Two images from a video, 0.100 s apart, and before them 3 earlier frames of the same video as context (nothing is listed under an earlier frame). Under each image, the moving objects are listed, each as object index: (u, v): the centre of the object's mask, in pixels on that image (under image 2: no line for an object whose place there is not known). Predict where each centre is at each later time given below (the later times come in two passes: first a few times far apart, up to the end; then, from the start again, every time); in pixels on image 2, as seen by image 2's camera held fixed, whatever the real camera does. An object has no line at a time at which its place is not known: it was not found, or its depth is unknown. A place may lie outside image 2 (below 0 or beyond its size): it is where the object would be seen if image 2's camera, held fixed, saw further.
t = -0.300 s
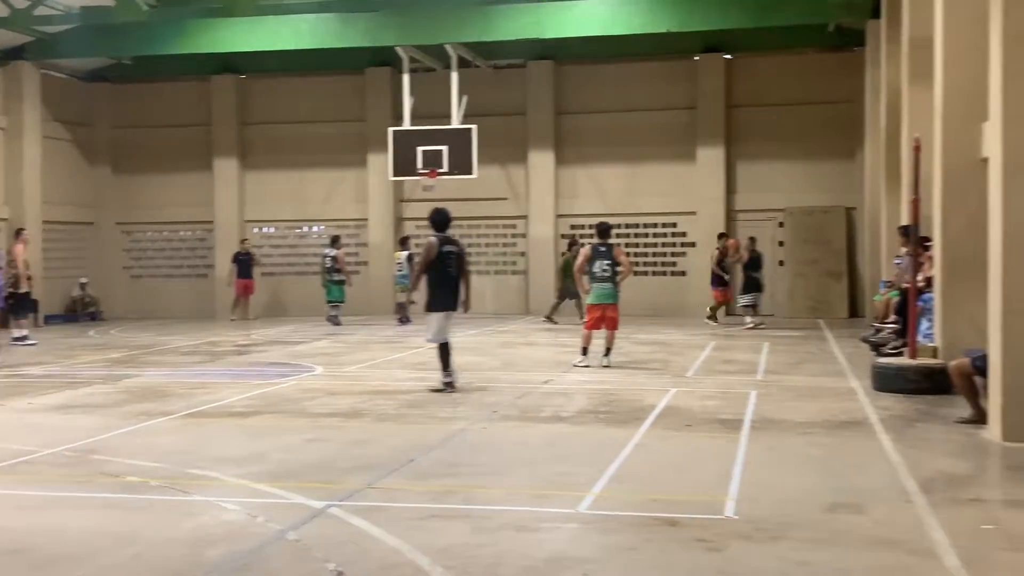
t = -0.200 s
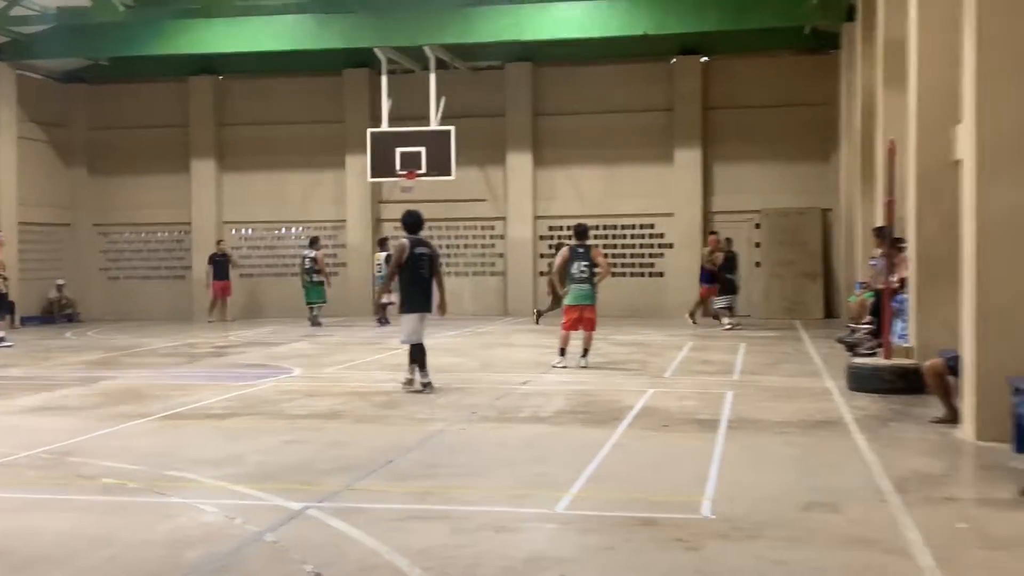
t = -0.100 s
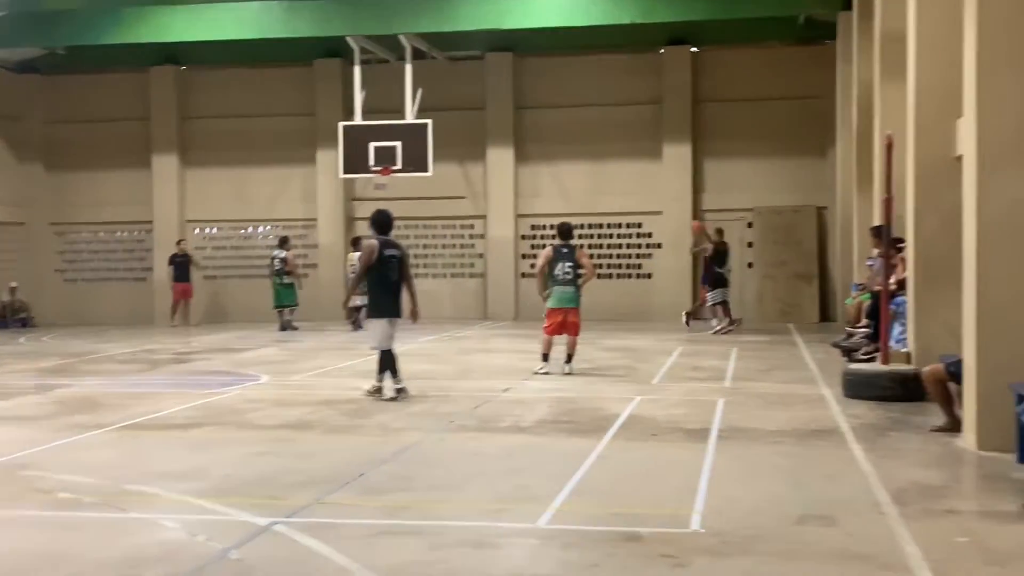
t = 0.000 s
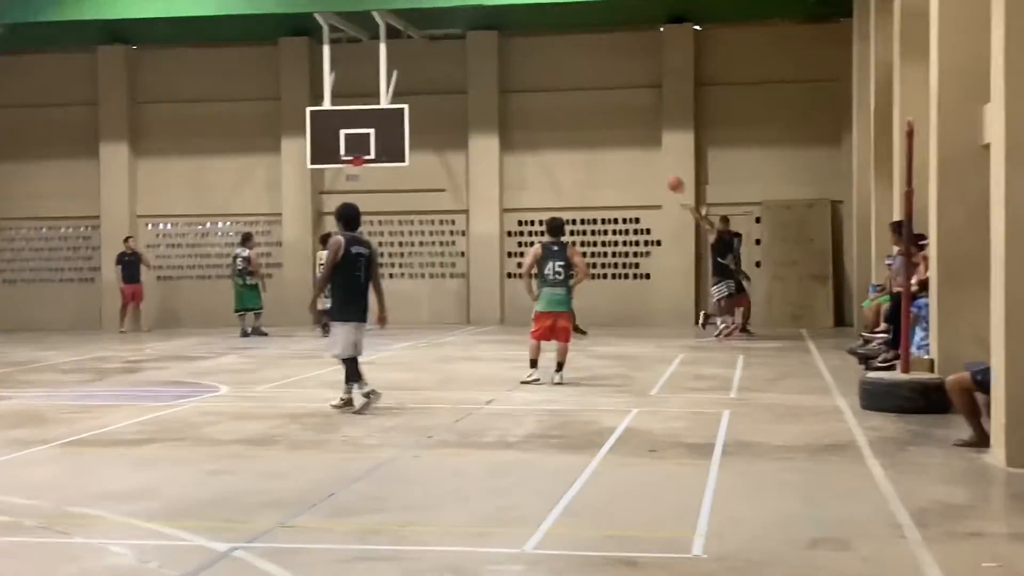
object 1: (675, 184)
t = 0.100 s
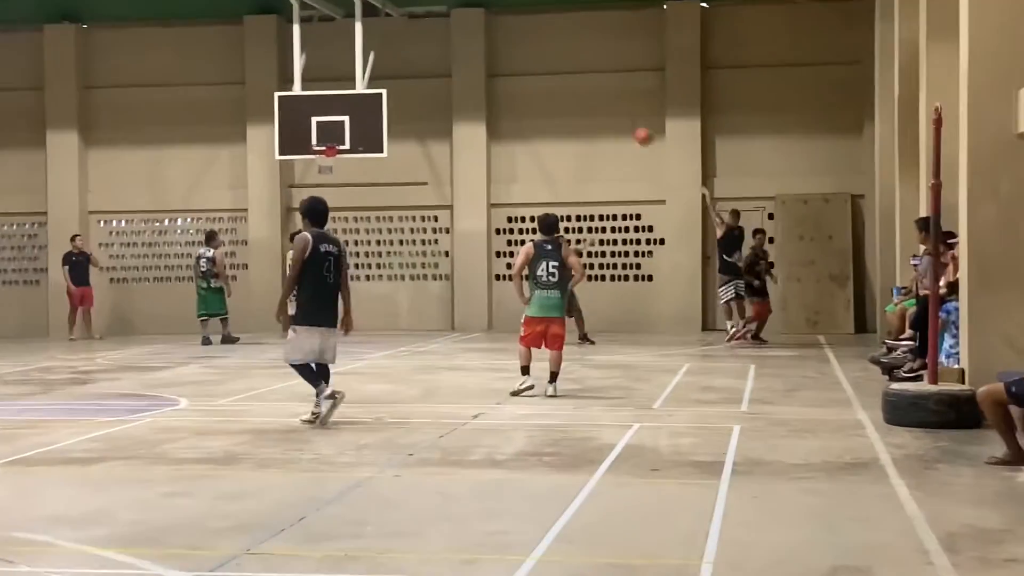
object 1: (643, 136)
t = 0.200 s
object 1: (606, 104)
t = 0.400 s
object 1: (535, 56)
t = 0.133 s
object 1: (631, 124)
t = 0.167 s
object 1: (618, 114)
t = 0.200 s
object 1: (606, 104)
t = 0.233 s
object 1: (594, 95)
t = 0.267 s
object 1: (582, 87)
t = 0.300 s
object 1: (570, 79)
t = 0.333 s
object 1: (558, 71)
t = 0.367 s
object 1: (546, 63)
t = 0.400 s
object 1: (535, 56)
